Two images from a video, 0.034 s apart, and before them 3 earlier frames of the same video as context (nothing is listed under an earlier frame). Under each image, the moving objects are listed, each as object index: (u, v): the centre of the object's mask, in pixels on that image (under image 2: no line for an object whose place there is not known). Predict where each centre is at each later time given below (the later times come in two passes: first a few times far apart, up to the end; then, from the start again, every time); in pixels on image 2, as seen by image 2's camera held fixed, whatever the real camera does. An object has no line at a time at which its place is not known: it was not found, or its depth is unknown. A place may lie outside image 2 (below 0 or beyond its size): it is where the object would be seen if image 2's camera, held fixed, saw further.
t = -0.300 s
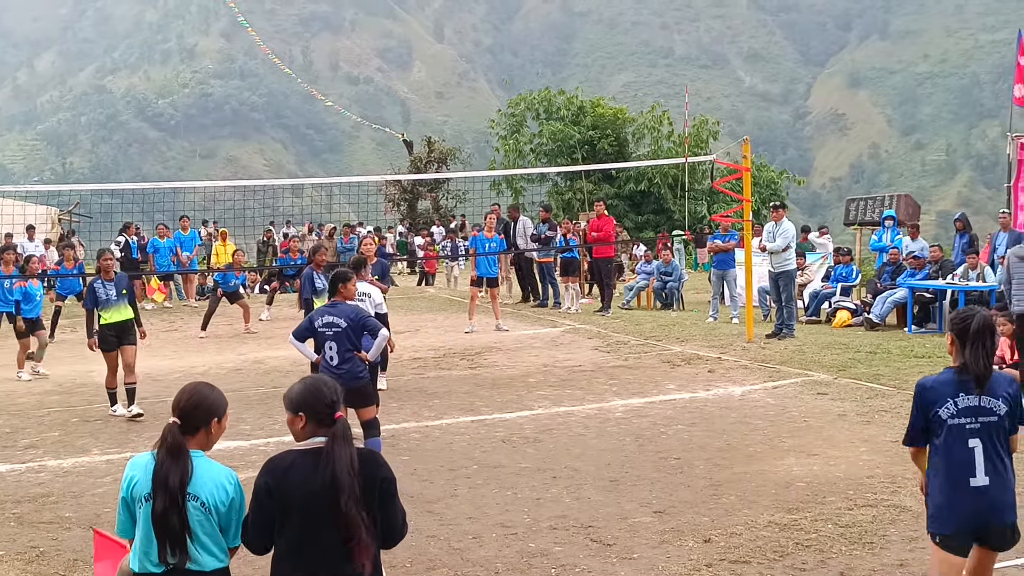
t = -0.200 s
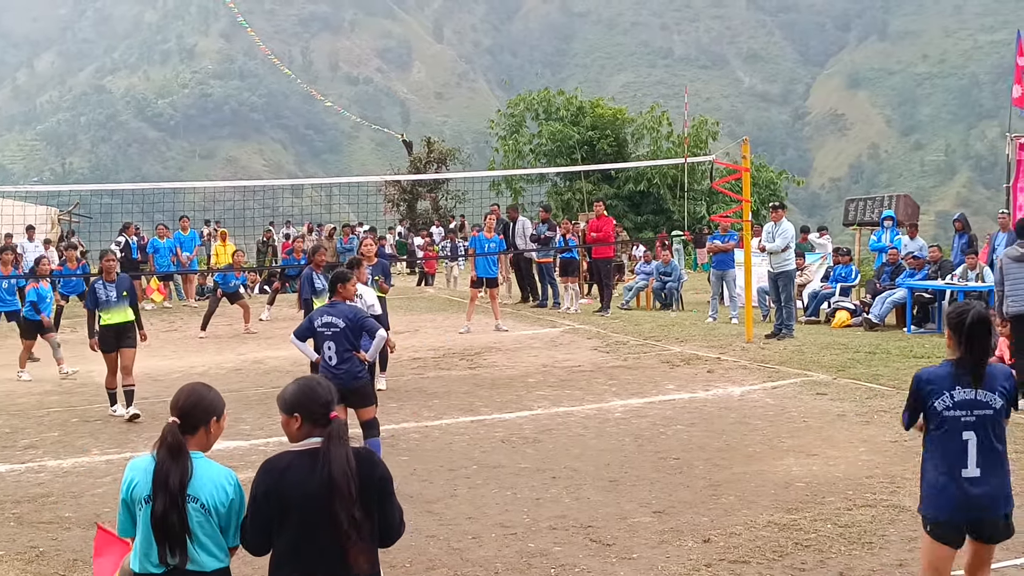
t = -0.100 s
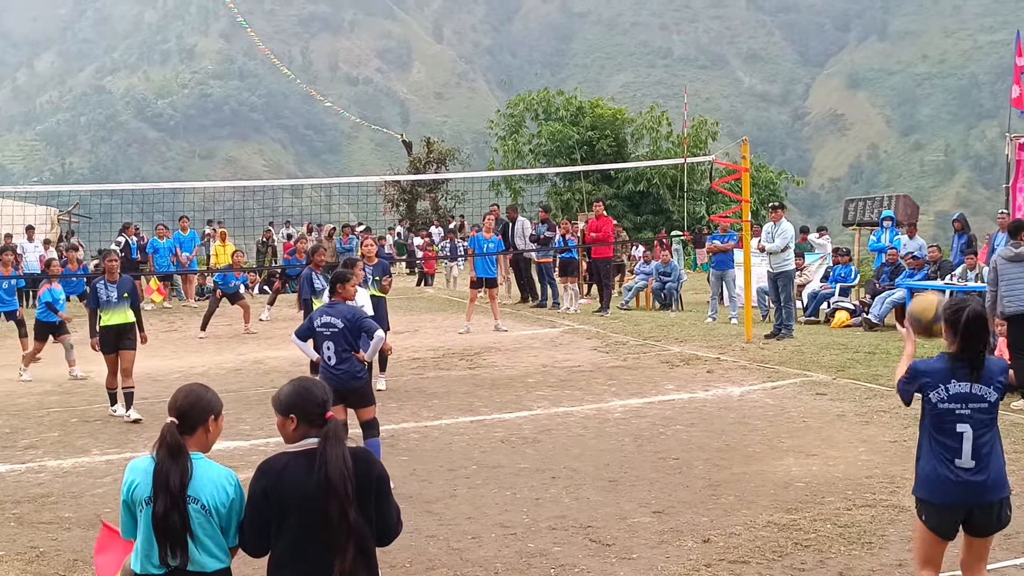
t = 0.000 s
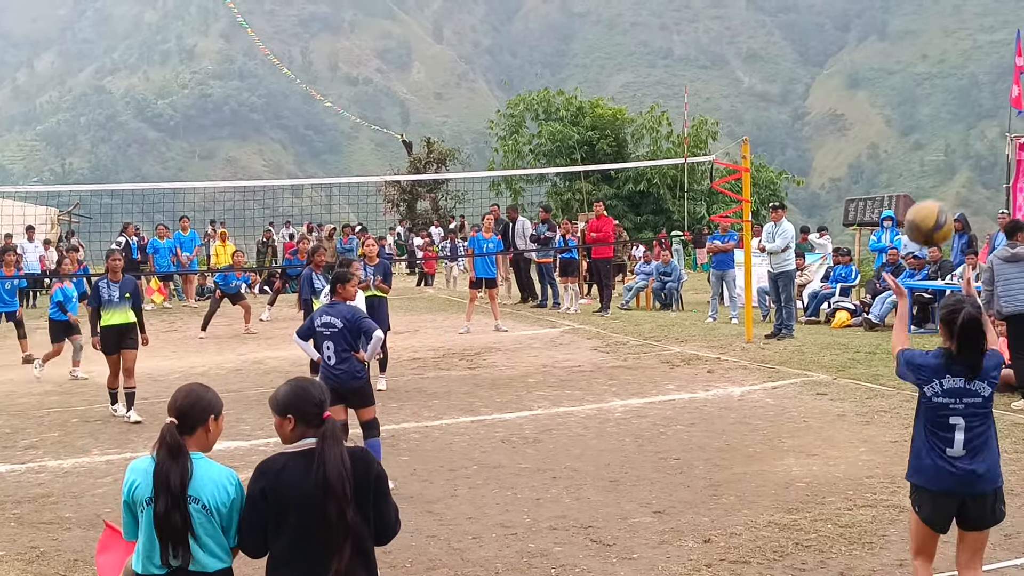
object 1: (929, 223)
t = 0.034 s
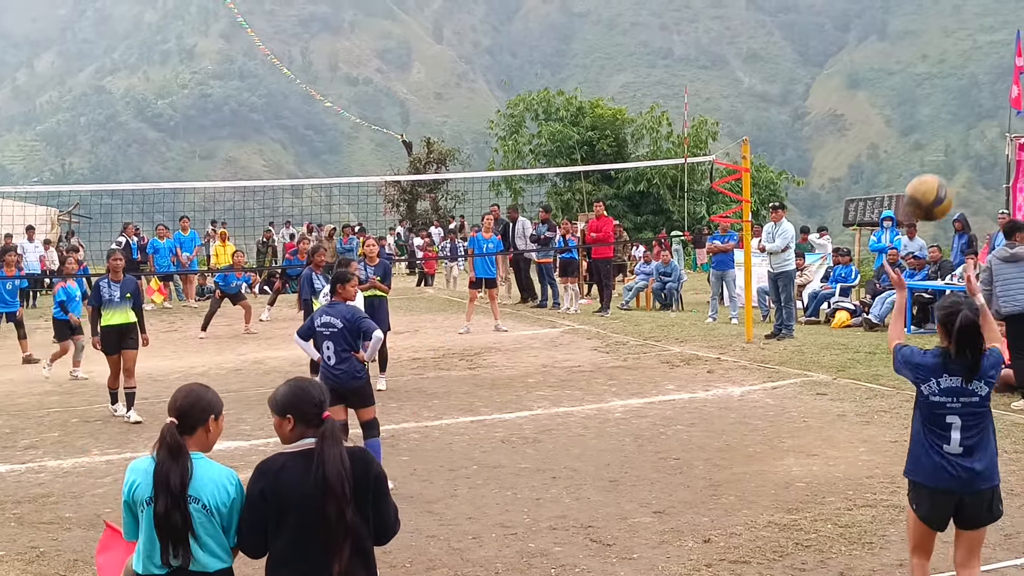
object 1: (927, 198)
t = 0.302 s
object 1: (924, 81)
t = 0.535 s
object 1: (921, 106)
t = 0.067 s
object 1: (928, 174)
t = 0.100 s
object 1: (927, 154)
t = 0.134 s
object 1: (926, 135)
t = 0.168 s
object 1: (926, 120)
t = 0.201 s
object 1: (925, 107)
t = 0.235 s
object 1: (924, 96)
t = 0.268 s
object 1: (924, 87)
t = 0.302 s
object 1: (924, 81)
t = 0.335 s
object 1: (924, 78)
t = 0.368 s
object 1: (923, 76)
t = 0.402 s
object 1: (923, 77)
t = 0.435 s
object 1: (922, 81)
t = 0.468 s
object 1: (922, 87)
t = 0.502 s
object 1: (921, 96)
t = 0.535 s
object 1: (921, 106)
